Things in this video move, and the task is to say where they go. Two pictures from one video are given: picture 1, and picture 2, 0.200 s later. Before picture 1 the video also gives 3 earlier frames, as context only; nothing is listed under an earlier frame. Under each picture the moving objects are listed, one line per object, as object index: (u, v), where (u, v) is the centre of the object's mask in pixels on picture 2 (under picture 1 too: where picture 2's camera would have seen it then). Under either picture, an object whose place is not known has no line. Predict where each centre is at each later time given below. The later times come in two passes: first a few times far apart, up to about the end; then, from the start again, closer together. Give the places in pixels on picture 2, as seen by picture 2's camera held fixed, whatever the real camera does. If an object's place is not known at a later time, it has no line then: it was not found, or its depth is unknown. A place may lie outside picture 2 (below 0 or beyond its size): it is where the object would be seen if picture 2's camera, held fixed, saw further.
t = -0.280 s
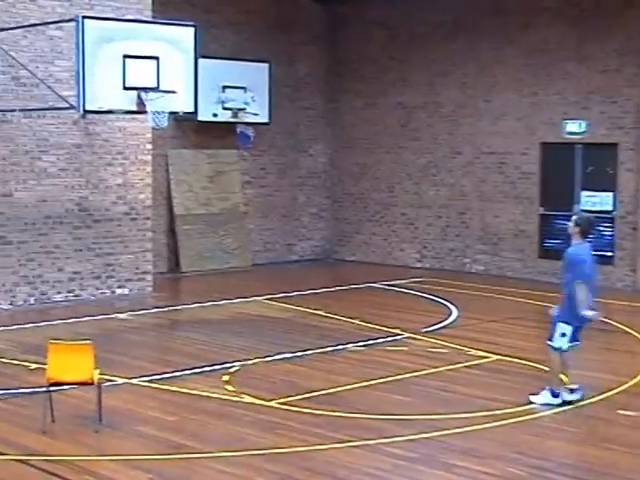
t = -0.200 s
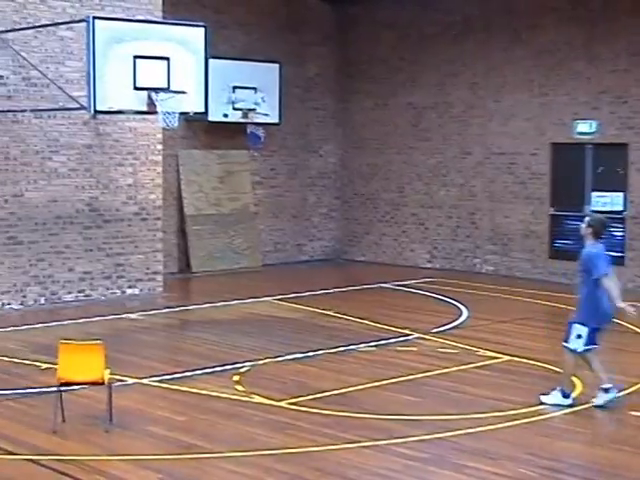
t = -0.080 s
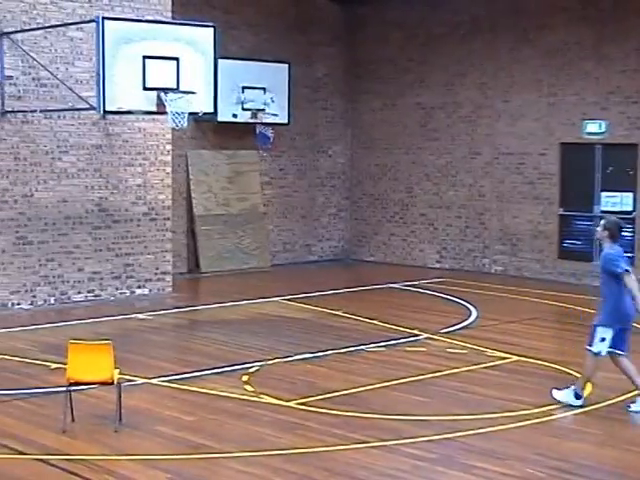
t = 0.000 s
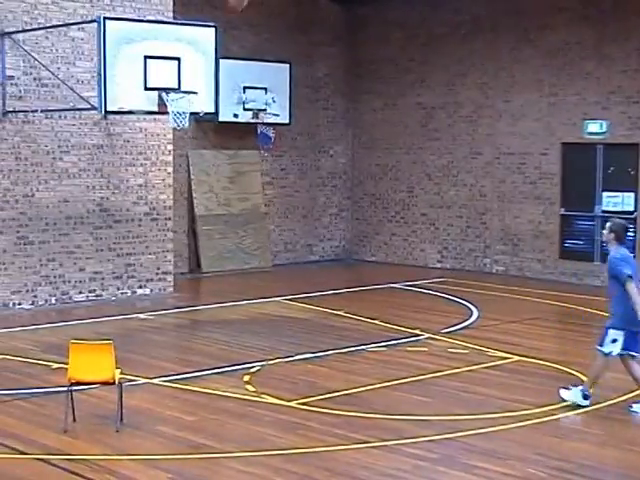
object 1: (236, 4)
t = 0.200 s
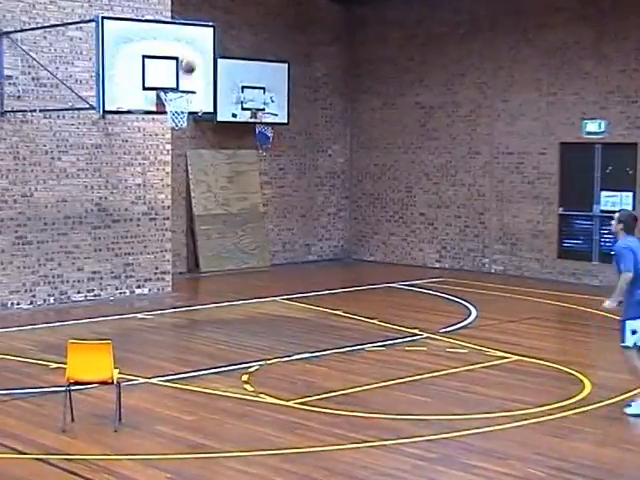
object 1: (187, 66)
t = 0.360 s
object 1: (165, 113)
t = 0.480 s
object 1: (169, 127)
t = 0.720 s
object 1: (175, 192)
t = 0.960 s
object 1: (178, 289)
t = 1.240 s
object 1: (199, 231)
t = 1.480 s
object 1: (220, 192)
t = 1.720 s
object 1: (240, 193)
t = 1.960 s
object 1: (260, 237)
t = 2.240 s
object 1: (280, 289)
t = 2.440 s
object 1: (295, 246)
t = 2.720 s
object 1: (313, 236)
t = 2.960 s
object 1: (329, 268)
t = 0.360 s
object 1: (165, 113)
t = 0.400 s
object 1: (166, 116)
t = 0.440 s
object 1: (167, 121)
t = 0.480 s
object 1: (169, 127)
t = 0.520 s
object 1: (169, 135)
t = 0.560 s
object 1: (170, 144)
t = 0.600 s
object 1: (171, 154)
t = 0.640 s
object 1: (171, 165)
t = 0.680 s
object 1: (173, 178)
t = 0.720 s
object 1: (175, 192)
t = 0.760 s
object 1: (176, 205)
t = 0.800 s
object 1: (177, 220)
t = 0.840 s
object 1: (177, 236)
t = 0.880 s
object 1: (178, 254)
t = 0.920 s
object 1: (179, 272)
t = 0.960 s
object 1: (178, 289)
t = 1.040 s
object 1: (183, 295)
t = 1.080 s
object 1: (187, 279)
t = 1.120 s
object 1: (189, 266)
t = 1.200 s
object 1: (195, 241)
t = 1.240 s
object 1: (199, 231)
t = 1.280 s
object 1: (203, 220)
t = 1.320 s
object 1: (205, 213)
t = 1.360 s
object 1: (211, 205)
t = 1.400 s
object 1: (215, 200)
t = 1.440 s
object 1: (217, 196)
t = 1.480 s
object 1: (220, 192)
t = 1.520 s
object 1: (223, 189)
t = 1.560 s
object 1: (227, 188)
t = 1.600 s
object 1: (230, 187)
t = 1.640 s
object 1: (233, 188)
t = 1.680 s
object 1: (237, 190)
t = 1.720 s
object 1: (240, 193)
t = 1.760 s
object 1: (244, 198)
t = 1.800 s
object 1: (248, 204)
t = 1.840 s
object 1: (251, 211)
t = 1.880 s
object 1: (253, 219)
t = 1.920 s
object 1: (256, 229)
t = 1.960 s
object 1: (260, 237)
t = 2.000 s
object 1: (263, 248)
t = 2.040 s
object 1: (266, 260)
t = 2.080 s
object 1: (270, 273)
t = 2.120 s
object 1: (274, 287)
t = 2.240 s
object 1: (280, 289)
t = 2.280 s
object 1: (284, 278)
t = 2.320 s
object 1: (286, 268)
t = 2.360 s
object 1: (290, 259)
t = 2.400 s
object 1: (292, 253)
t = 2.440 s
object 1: (295, 246)
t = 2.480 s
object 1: (299, 241)
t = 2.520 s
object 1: (301, 239)
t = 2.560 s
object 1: (303, 236)
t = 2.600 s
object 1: (306, 234)
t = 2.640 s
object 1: (310, 233)
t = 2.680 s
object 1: (311, 234)
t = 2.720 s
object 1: (313, 236)
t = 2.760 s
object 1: (316, 238)
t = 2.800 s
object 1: (319, 242)
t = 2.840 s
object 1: (322, 247)
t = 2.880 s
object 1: (324, 253)
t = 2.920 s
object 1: (327, 261)
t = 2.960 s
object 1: (329, 268)
